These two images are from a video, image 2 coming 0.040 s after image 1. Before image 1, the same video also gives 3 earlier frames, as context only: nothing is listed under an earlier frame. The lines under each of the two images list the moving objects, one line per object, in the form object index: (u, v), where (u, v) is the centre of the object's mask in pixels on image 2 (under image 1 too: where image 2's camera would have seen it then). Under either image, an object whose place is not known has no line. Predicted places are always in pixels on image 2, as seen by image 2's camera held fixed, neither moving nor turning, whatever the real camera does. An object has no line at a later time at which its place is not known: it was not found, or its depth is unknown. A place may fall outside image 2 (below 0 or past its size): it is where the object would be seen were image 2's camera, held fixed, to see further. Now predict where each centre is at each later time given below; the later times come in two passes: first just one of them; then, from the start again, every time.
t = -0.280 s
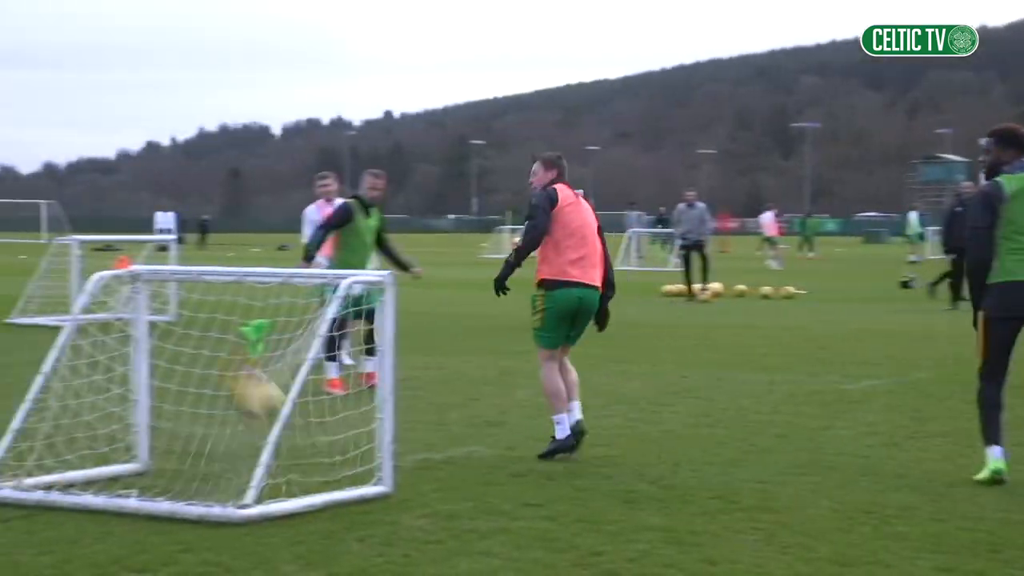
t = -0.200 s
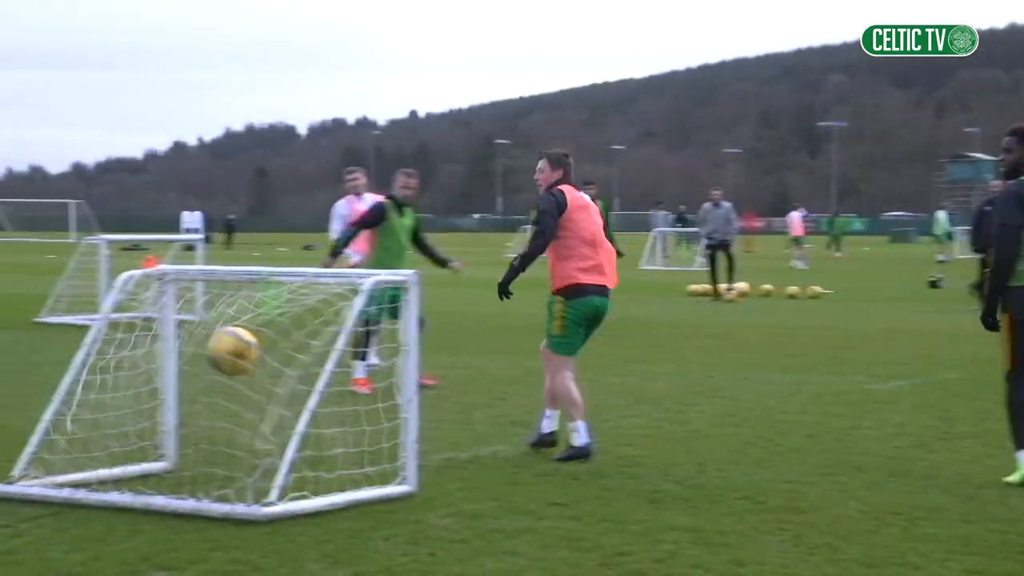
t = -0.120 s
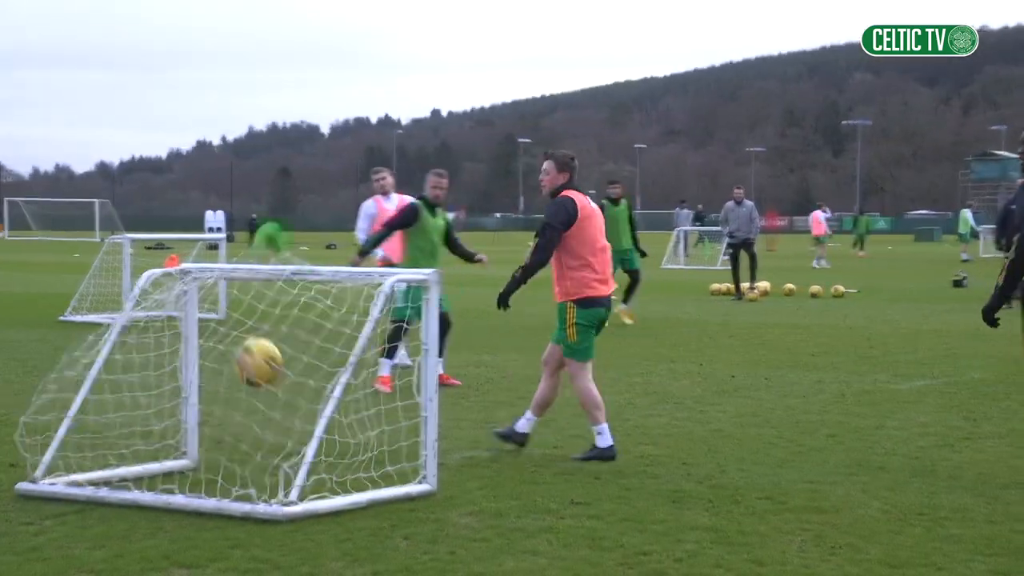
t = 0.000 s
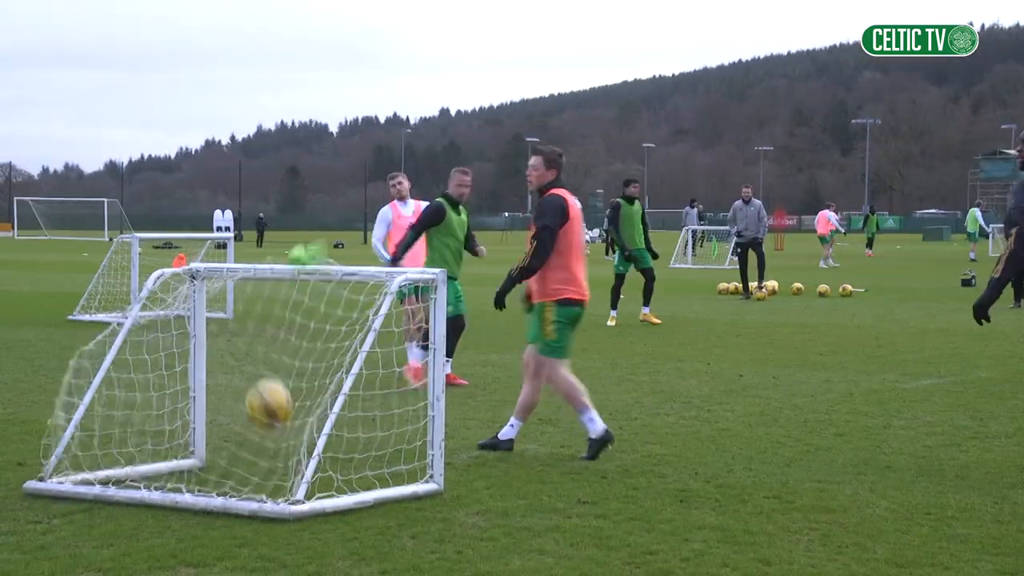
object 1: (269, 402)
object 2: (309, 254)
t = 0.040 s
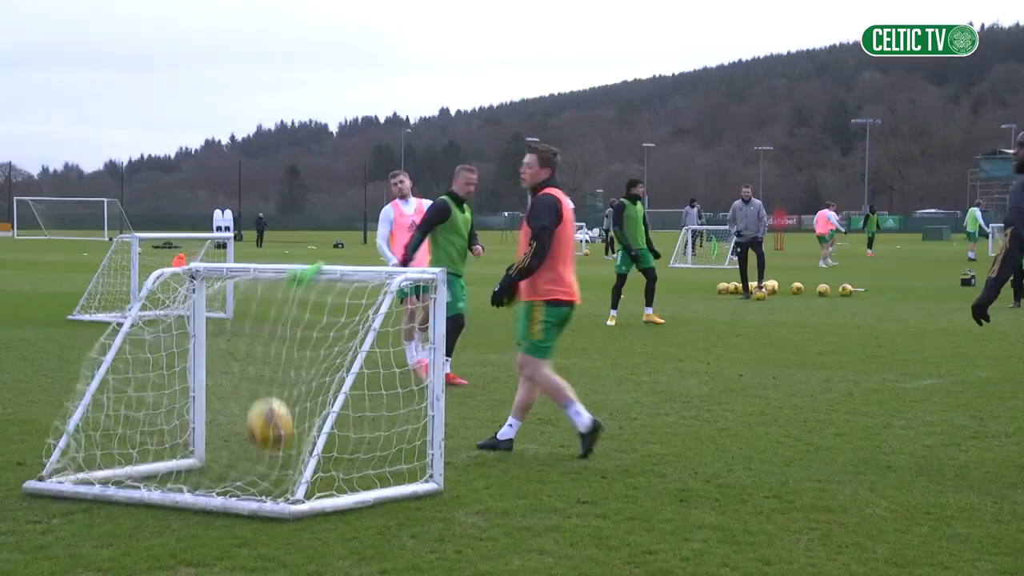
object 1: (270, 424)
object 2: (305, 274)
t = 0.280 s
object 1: (278, 408)
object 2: (318, 340)
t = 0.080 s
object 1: (269, 448)
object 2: (299, 295)
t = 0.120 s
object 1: (271, 458)
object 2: (298, 306)
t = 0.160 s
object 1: (274, 439)
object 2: (304, 319)
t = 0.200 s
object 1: (275, 427)
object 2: (308, 333)
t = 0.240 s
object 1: (277, 415)
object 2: (316, 341)
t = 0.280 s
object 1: (278, 408)
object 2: (318, 340)
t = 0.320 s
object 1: (279, 403)
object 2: (318, 341)
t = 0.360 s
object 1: (281, 401)
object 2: (313, 341)
